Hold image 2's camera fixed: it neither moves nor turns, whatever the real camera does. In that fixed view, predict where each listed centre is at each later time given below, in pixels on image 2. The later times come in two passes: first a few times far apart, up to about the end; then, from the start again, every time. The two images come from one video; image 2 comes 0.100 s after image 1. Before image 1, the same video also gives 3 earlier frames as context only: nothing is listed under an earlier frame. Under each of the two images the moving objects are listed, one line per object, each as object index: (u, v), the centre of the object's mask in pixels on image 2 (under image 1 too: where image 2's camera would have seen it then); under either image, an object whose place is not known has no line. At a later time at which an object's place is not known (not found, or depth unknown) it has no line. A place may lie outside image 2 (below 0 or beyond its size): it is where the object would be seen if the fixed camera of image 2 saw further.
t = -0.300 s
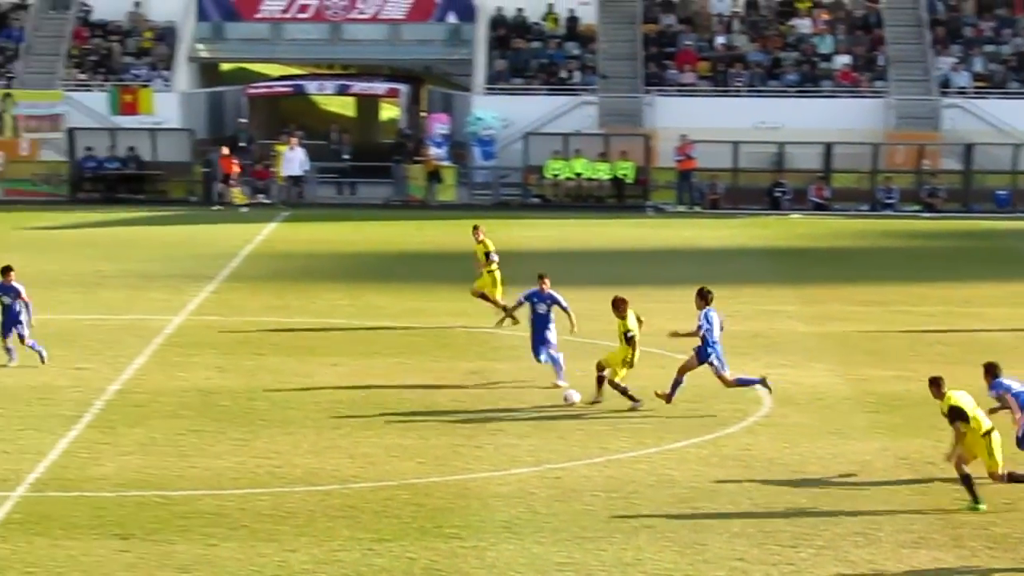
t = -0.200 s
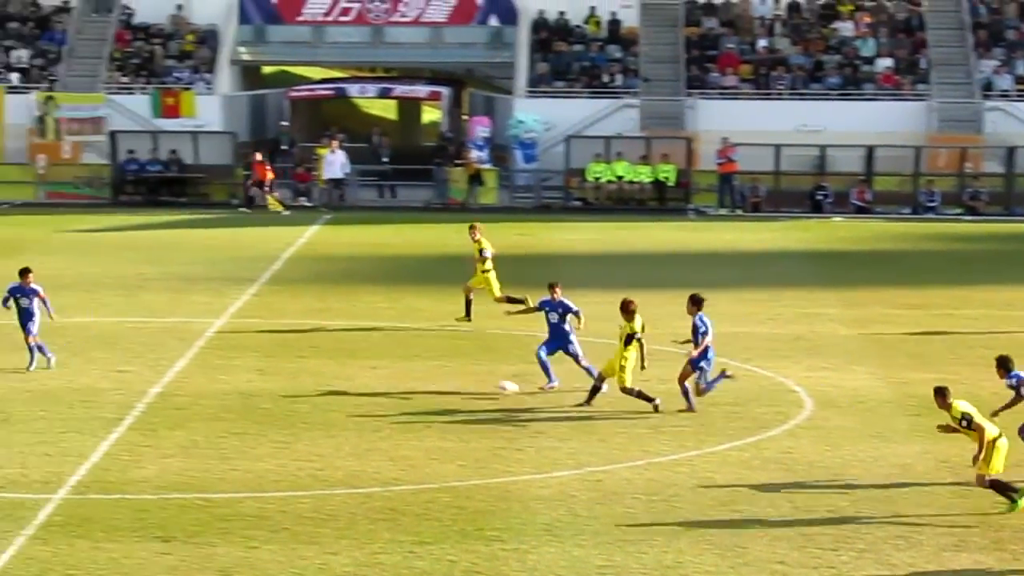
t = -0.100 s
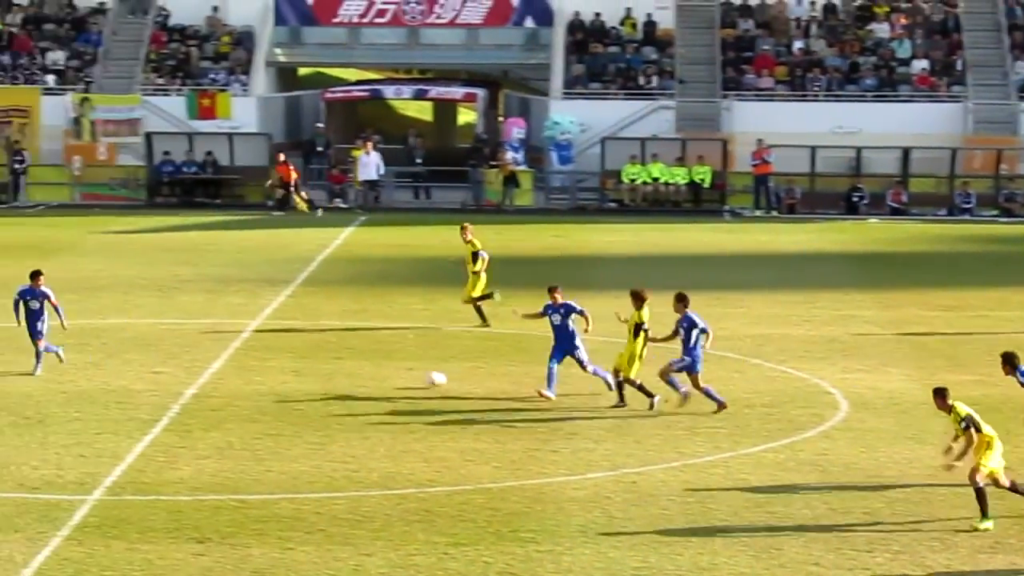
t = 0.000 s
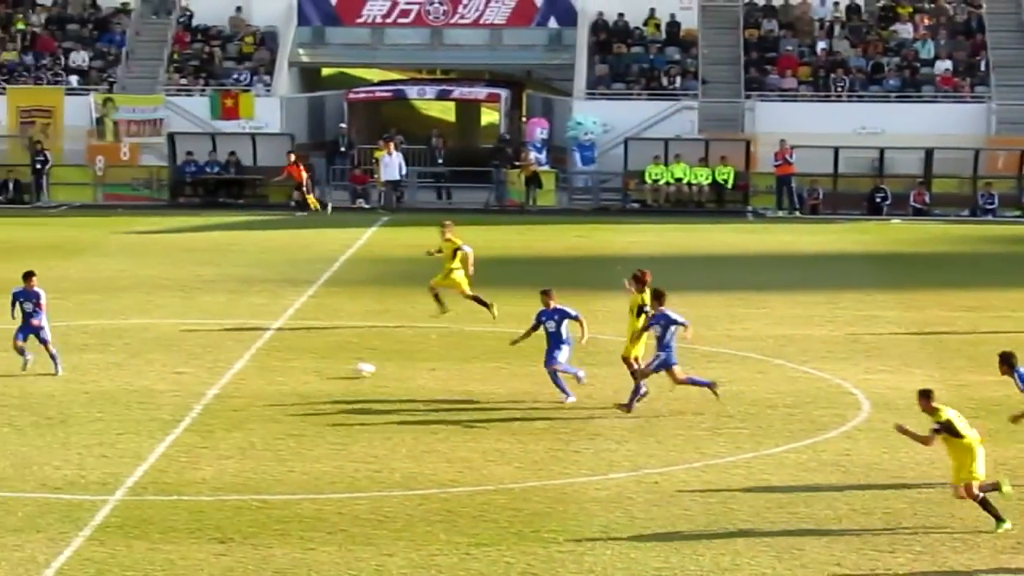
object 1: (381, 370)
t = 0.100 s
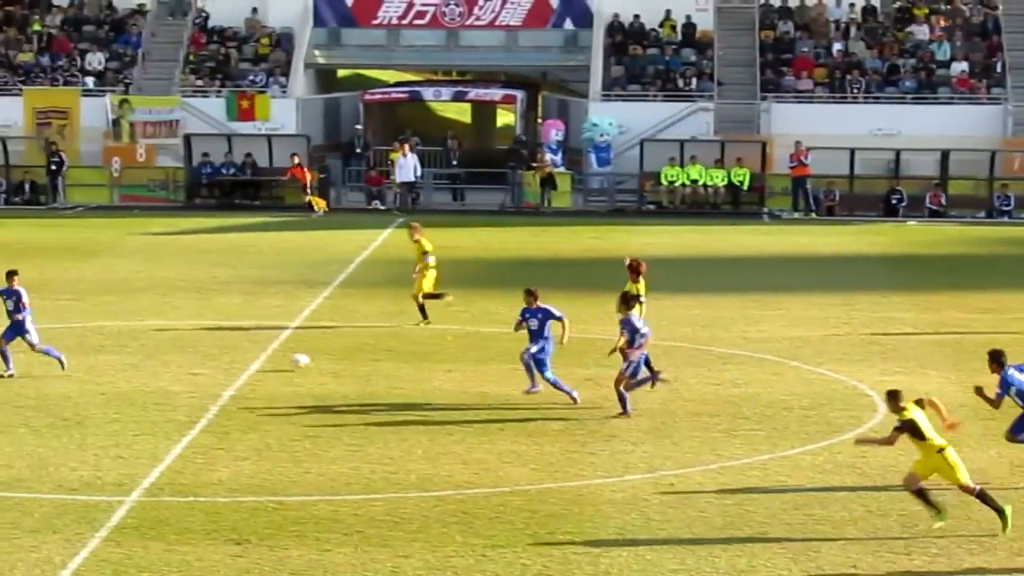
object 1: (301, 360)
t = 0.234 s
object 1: (209, 352)
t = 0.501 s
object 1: (71, 337)
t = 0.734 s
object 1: (-27, 325)
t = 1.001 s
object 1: (-126, 314)
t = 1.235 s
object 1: (-201, 305)
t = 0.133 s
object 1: (277, 358)
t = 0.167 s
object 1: (251, 358)
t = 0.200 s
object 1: (229, 355)
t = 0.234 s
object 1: (209, 352)
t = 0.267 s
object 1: (189, 349)
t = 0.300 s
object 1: (170, 347)
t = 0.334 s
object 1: (152, 346)
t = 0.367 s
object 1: (134, 343)
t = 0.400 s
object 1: (118, 341)
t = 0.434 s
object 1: (102, 339)
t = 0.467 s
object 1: (86, 338)
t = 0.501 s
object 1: (71, 337)
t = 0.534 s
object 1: (56, 334)
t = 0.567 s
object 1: (41, 332)
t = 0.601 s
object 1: (27, 330)
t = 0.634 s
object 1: (13, 329)
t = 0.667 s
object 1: (-1, 329)
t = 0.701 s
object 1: (-14, 327)
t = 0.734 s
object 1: (-27, 325)
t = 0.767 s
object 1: (-40, 323)
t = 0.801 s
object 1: (-53, 322)
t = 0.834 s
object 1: (-65, 321)
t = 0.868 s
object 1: (-78, 320)
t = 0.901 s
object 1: (-90, 318)
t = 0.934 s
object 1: (-102, 317)
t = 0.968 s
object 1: (-113, 315)
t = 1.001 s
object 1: (-126, 314)
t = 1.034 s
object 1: (-136, 312)
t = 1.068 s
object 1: (-148, 312)
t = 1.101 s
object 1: (-159, 309)
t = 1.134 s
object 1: (-169, 306)
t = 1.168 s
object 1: (-180, 306)
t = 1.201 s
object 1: (-191, 305)
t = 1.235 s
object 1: (-201, 305)
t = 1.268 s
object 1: (-212, 303)
